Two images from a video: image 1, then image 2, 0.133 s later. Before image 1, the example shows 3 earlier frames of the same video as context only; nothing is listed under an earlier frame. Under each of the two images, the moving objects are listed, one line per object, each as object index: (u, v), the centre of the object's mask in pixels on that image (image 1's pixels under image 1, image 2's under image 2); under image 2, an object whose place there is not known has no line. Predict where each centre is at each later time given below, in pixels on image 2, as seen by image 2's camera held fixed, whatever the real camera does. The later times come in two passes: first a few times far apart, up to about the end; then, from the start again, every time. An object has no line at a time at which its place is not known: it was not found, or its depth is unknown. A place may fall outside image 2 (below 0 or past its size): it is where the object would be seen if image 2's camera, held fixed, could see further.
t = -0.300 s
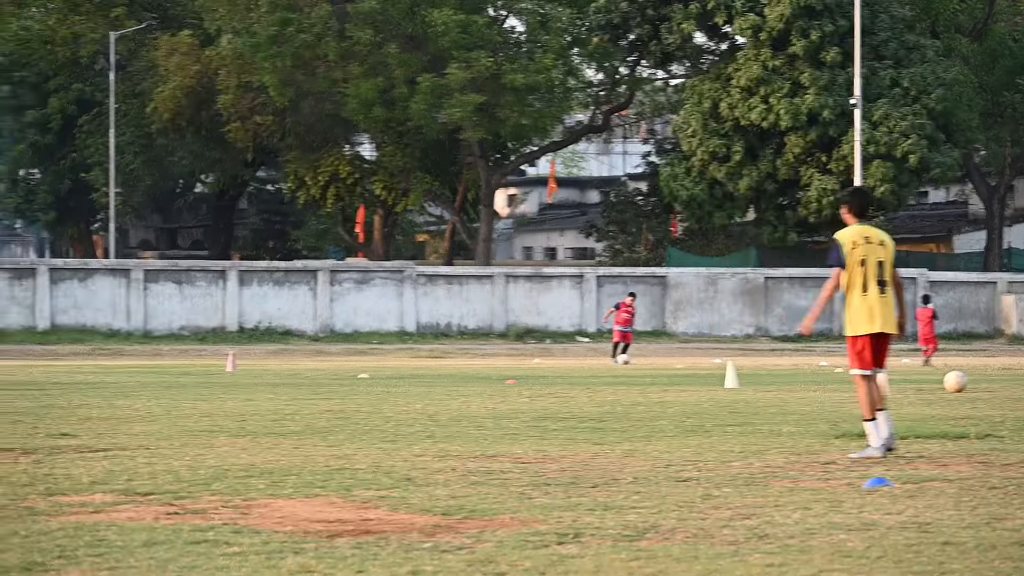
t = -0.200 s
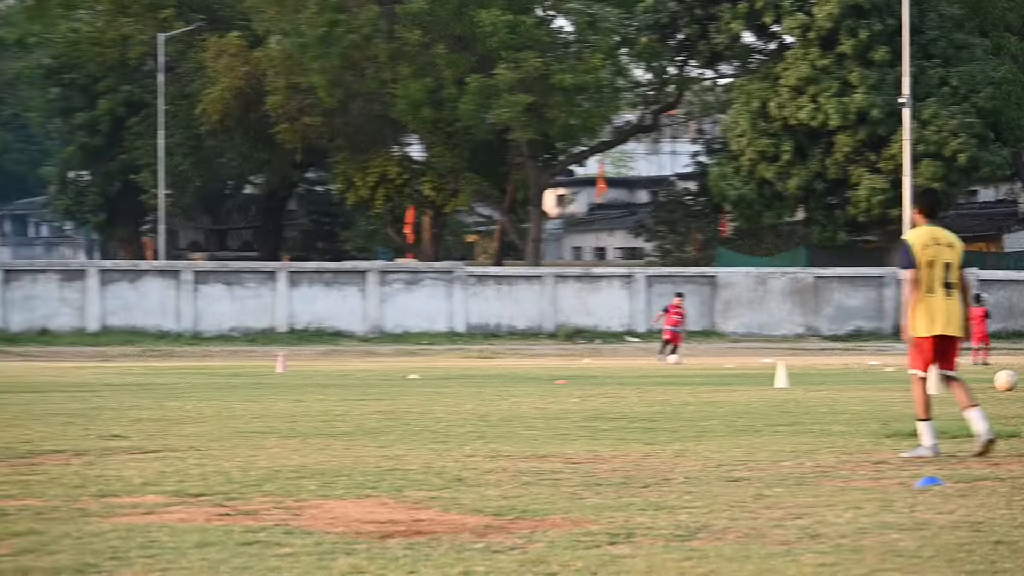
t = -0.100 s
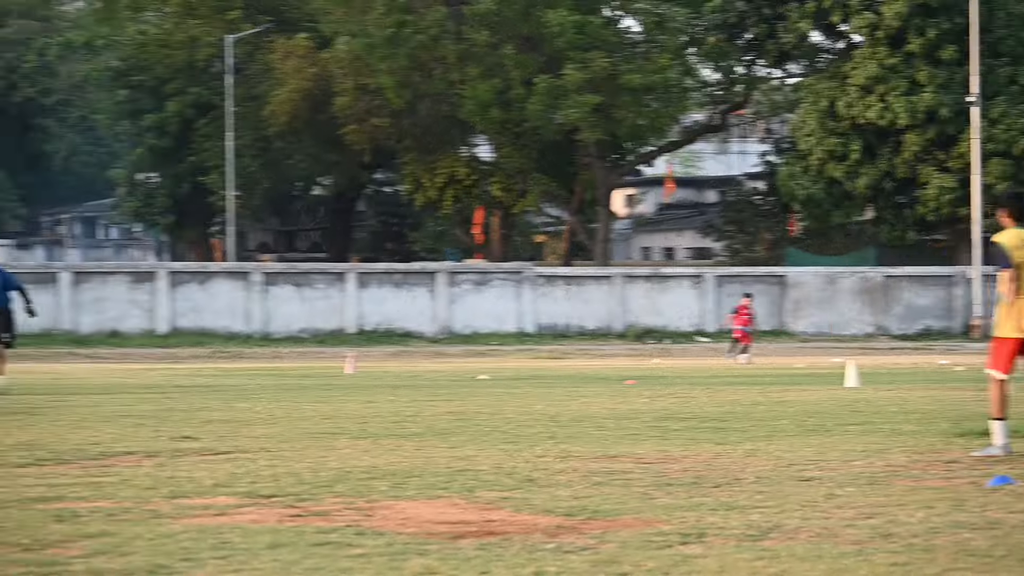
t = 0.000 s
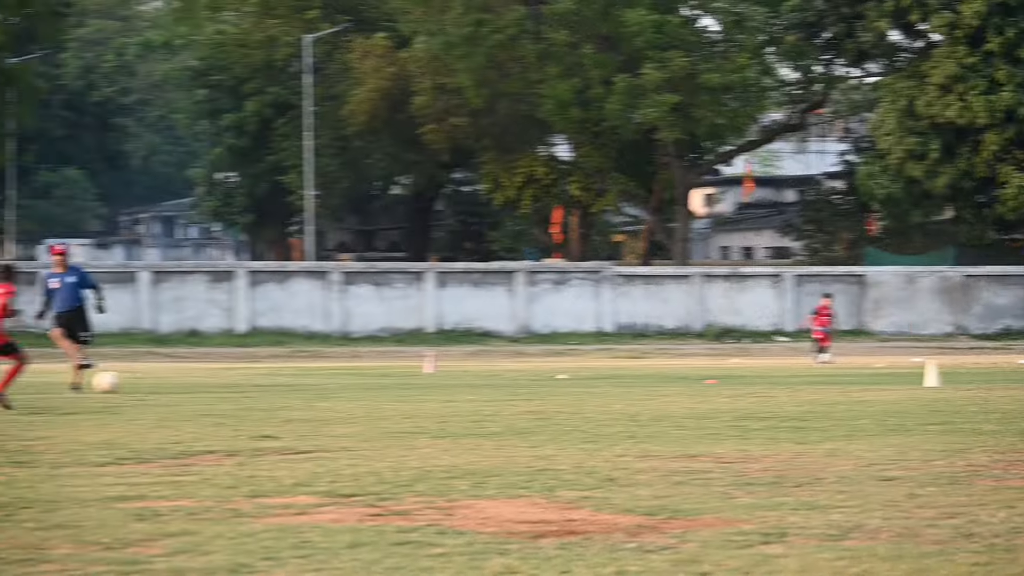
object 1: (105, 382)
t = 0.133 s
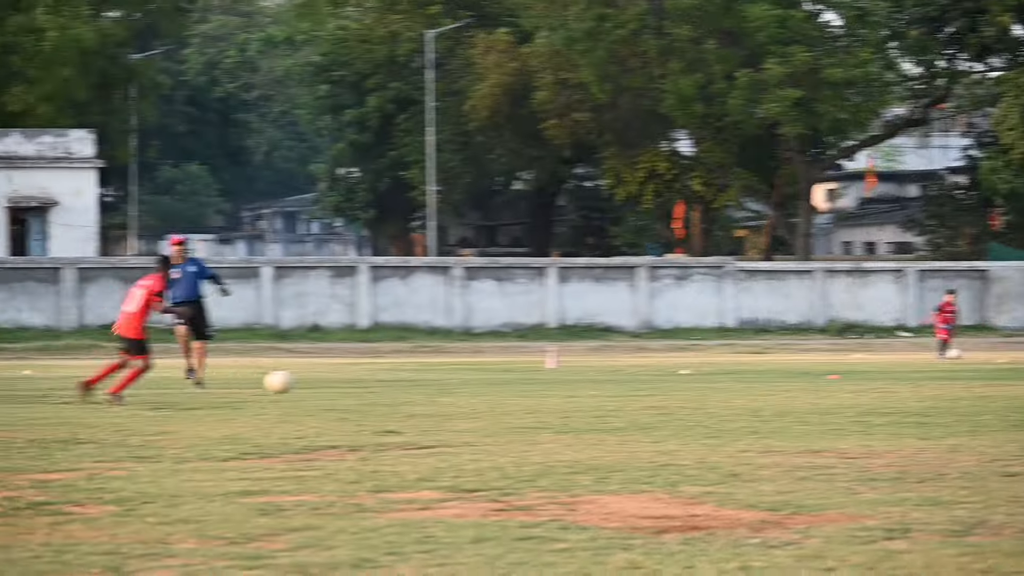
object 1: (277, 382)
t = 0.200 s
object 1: (298, 381)
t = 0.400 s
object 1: (381, 389)
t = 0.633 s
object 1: (480, 377)
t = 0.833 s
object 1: (569, 393)
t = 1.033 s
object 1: (654, 390)
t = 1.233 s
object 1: (740, 411)
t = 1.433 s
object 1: (837, 394)
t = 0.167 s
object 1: (286, 382)
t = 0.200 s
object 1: (298, 381)
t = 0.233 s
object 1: (311, 384)
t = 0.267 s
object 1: (325, 387)
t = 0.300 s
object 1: (338, 391)
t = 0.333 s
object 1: (353, 389)
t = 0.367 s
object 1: (366, 389)
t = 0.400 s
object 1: (381, 389)
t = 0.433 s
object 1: (396, 392)
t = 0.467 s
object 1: (411, 394)
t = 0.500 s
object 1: (424, 393)
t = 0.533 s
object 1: (439, 387)
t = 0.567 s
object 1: (453, 383)
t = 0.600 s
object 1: (466, 379)
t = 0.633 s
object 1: (480, 377)
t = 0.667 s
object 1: (495, 375)
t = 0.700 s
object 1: (510, 376)
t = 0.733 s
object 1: (524, 379)
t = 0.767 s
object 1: (538, 381)
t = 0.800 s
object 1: (554, 387)
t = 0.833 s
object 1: (569, 393)
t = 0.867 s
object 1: (585, 400)
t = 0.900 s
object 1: (600, 404)
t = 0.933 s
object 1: (613, 399)
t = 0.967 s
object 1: (626, 394)
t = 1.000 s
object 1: (640, 391)
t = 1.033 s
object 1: (654, 390)
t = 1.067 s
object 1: (668, 389)
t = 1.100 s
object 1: (682, 391)
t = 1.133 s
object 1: (696, 394)
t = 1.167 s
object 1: (711, 399)
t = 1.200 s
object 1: (725, 406)
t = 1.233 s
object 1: (740, 411)
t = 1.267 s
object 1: (755, 405)
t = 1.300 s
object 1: (771, 400)
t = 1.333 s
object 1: (788, 396)
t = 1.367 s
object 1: (804, 394)
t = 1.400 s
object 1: (820, 393)
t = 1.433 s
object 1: (837, 394)
